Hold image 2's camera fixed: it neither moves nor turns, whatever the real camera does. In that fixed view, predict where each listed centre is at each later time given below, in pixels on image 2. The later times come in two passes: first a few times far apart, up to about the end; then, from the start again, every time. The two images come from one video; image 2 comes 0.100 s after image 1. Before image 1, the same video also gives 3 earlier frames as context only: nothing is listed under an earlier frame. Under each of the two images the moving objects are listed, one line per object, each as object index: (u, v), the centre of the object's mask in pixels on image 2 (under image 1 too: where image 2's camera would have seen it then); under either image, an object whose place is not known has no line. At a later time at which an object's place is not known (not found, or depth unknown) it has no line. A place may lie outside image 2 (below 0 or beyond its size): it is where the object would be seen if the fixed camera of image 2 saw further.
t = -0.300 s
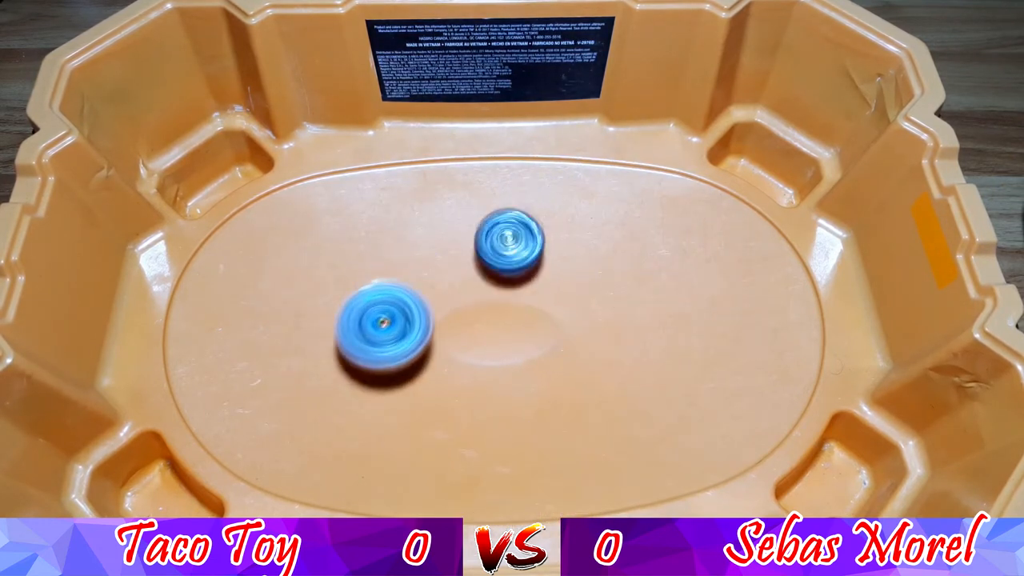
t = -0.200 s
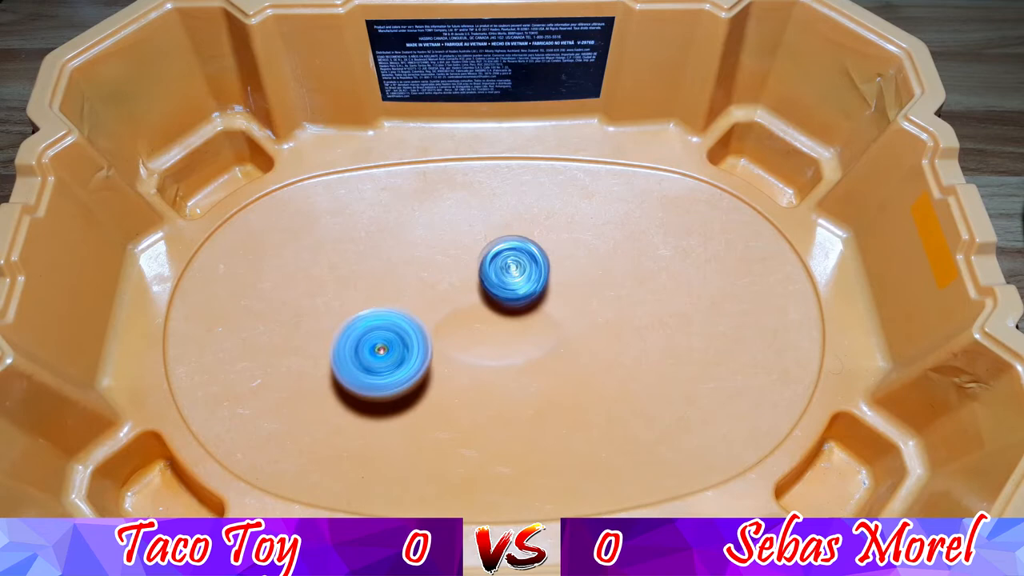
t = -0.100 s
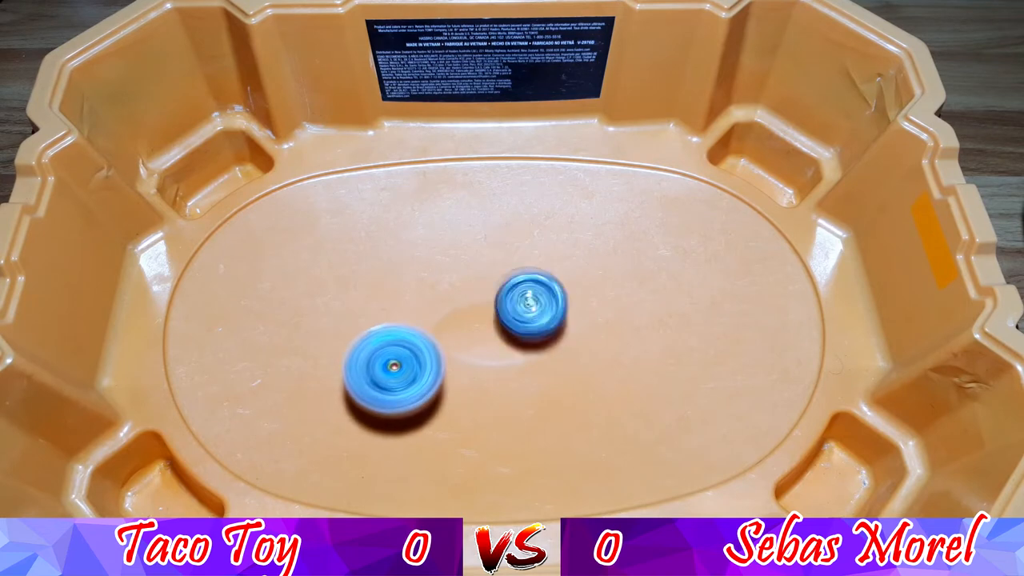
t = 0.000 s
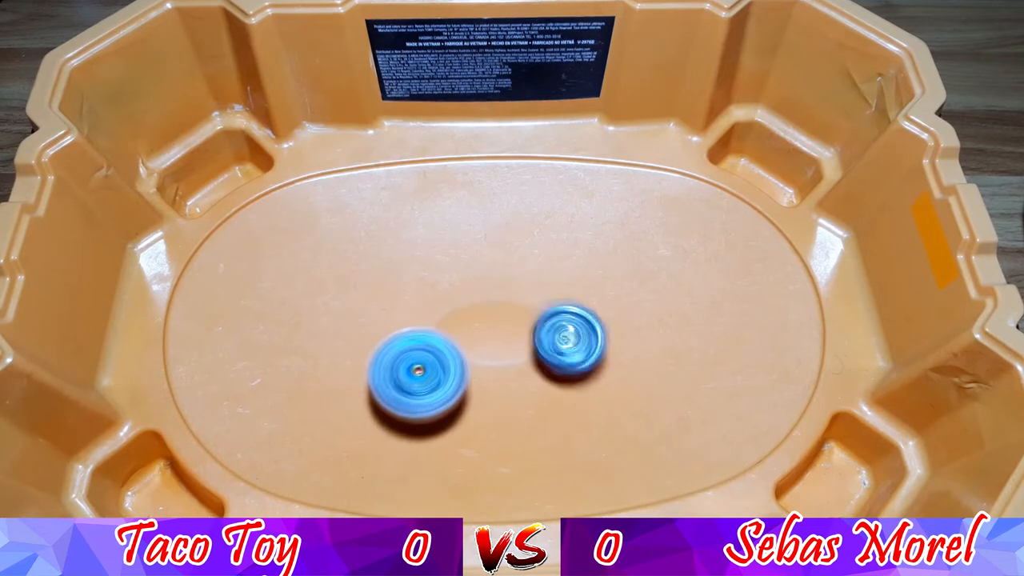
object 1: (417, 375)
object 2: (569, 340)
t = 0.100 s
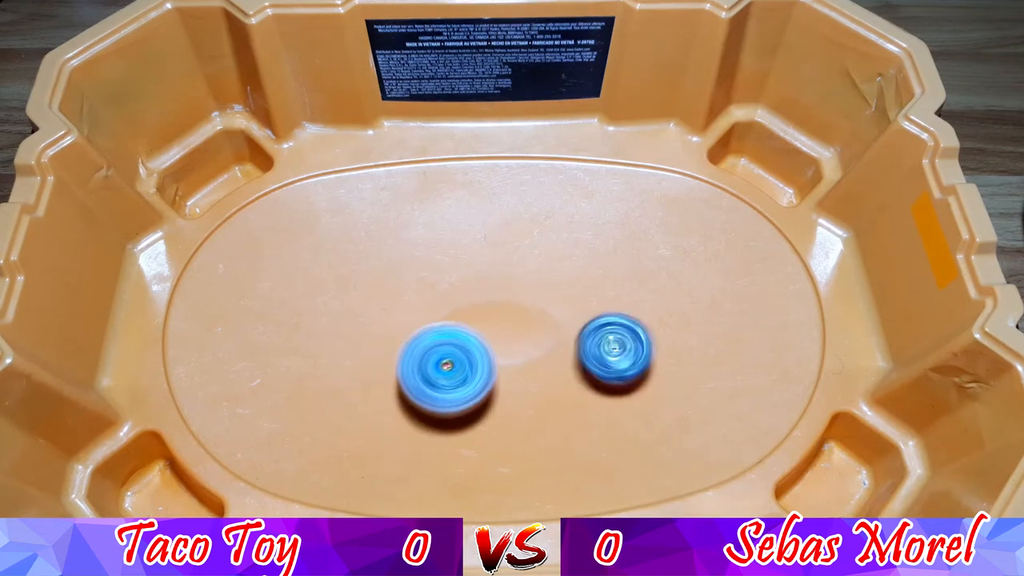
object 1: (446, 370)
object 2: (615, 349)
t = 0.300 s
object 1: (496, 334)
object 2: (650, 310)
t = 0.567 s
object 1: (492, 285)
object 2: (597, 280)
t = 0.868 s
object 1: (451, 264)
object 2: (535, 318)
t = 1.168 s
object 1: (456, 280)
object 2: (528, 366)
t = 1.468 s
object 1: (485, 254)
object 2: (567, 390)
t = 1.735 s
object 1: (483, 250)
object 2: (663, 371)
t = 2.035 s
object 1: (485, 249)
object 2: (548, 346)
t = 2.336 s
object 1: (444, 221)
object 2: (385, 430)
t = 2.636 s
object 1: (440, 307)
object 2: (329, 333)
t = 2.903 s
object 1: (467, 314)
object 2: (413, 232)
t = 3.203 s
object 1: (522, 325)
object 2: (564, 241)
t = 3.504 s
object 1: (548, 346)
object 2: (697, 358)
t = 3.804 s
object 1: (555, 317)
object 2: (629, 425)
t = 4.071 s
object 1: (572, 303)
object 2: (468, 346)
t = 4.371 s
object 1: (559, 308)
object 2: (327, 228)
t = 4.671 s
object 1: (555, 314)
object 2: (365, 217)
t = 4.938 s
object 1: (567, 330)
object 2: (484, 311)
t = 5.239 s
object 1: (626, 343)
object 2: (504, 341)
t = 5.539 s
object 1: (577, 322)
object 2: (490, 326)
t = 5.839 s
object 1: (571, 328)
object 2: (496, 267)
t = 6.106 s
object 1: (567, 318)
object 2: (491, 212)
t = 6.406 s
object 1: (566, 309)
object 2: (497, 274)
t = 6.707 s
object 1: (562, 325)
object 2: (508, 253)
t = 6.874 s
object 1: (559, 320)
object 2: (497, 259)
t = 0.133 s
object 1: (456, 366)
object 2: (629, 347)
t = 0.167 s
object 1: (465, 361)
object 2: (640, 342)
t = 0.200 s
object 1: (474, 354)
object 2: (649, 335)
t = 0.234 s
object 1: (482, 348)
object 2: (652, 328)
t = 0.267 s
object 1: (490, 341)
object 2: (653, 318)
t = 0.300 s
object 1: (496, 334)
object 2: (650, 310)
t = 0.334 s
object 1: (501, 328)
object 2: (645, 305)
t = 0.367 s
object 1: (506, 322)
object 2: (637, 297)
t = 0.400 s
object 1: (510, 315)
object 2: (626, 291)
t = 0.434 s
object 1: (515, 309)
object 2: (615, 289)
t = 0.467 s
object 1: (519, 302)
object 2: (602, 285)
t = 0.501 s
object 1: (509, 296)
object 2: (600, 281)
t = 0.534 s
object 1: (500, 290)
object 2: (599, 280)
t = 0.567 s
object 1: (492, 285)
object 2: (597, 280)
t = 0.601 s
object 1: (485, 280)
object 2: (593, 282)
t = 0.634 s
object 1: (479, 275)
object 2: (587, 285)
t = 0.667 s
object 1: (473, 271)
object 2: (579, 286)
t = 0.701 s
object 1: (468, 268)
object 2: (570, 291)
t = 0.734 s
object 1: (464, 265)
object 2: (562, 295)
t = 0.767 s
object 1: (460, 263)
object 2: (551, 299)
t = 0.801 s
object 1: (456, 263)
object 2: (544, 304)
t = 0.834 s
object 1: (453, 263)
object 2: (539, 311)
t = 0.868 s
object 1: (451, 264)
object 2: (535, 318)
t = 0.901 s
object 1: (449, 265)
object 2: (531, 328)
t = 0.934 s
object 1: (448, 266)
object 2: (528, 336)
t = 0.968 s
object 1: (448, 268)
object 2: (525, 344)
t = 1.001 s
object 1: (448, 270)
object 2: (523, 352)
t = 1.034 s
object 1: (448, 272)
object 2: (522, 358)
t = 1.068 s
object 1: (449, 275)
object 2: (522, 361)
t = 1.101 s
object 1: (451, 277)
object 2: (524, 364)
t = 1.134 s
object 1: (453, 279)
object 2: (527, 365)
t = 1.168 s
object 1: (456, 280)
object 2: (528, 366)
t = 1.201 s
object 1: (459, 281)
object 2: (529, 365)
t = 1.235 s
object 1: (462, 282)
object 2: (531, 365)
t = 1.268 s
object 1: (467, 283)
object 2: (532, 364)
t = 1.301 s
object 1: (472, 284)
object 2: (532, 361)
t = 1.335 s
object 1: (478, 284)
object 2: (533, 358)
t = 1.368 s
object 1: (485, 285)
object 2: (534, 355)
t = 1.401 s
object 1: (485, 274)
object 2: (542, 367)
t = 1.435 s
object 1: (485, 262)
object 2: (553, 380)
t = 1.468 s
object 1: (485, 254)
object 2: (567, 390)
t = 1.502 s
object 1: (484, 248)
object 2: (582, 399)
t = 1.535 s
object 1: (484, 245)
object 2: (596, 405)
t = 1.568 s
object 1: (484, 243)
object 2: (613, 409)
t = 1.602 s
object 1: (483, 242)
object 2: (630, 408)
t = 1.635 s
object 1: (483, 243)
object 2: (644, 404)
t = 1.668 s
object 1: (482, 244)
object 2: (656, 397)
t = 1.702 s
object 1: (482, 247)
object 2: (664, 384)
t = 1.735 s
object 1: (483, 250)
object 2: (663, 371)
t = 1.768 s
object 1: (483, 253)
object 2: (659, 357)
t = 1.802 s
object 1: (484, 258)
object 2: (651, 344)
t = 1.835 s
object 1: (486, 262)
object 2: (637, 332)
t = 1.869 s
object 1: (488, 267)
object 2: (623, 322)
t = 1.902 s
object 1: (492, 272)
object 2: (606, 315)
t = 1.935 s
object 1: (495, 277)
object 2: (588, 309)
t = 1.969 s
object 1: (498, 277)
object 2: (571, 308)
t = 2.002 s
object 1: (493, 262)
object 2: (560, 325)
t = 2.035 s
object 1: (485, 249)
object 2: (548, 346)
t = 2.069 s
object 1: (478, 242)
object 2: (533, 366)
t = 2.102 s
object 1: (471, 228)
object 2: (515, 383)
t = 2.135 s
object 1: (464, 222)
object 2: (495, 399)
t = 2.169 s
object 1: (458, 215)
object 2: (476, 413)
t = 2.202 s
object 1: (451, 212)
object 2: (457, 422)
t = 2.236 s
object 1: (448, 210)
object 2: (436, 429)
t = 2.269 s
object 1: (446, 211)
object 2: (416, 432)
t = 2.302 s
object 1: (444, 215)
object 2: (400, 432)
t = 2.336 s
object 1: (444, 221)
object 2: (385, 430)
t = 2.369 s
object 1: (444, 228)
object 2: (371, 425)
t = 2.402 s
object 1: (443, 239)
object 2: (360, 417)
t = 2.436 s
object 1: (444, 251)
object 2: (350, 410)
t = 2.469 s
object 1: (442, 260)
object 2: (341, 399)
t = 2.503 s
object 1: (441, 272)
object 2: (334, 387)
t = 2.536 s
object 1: (439, 283)
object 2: (329, 374)
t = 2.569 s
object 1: (440, 293)
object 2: (325, 361)
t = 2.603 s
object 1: (439, 299)
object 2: (326, 346)
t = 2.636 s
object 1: (440, 307)
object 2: (329, 333)
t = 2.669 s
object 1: (442, 313)
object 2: (334, 319)
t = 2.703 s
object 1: (444, 316)
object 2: (340, 304)
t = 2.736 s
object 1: (446, 317)
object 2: (348, 289)
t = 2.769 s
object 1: (448, 318)
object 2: (358, 276)
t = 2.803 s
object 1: (452, 318)
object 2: (370, 264)
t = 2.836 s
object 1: (457, 316)
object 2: (383, 253)
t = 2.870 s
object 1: (463, 315)
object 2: (398, 242)
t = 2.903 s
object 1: (467, 314)
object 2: (413, 232)
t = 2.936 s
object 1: (472, 314)
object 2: (426, 225)
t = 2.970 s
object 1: (477, 313)
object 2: (442, 220)
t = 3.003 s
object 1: (484, 313)
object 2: (459, 217)
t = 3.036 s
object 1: (489, 315)
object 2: (475, 215)
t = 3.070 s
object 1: (496, 315)
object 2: (491, 216)
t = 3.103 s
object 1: (502, 318)
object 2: (508, 220)
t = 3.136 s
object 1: (509, 320)
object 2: (527, 226)
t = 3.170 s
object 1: (515, 322)
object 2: (546, 231)
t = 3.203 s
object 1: (522, 325)
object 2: (564, 241)
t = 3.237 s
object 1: (529, 331)
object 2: (583, 252)
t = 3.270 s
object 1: (535, 338)
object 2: (602, 263)
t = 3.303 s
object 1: (540, 343)
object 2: (621, 276)
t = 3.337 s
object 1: (543, 348)
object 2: (638, 288)
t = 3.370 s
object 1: (547, 351)
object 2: (654, 302)
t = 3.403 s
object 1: (547, 352)
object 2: (669, 315)
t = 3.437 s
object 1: (548, 352)
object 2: (681, 330)
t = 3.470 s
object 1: (548, 350)
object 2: (690, 344)
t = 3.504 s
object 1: (548, 346)
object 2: (697, 358)
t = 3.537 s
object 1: (548, 343)
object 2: (701, 369)
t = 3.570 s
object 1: (548, 339)
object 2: (701, 383)
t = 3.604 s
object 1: (549, 334)
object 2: (699, 395)
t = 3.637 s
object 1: (549, 330)
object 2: (694, 403)
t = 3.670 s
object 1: (550, 327)
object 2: (683, 411)
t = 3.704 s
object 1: (551, 324)
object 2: (672, 418)
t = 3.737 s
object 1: (552, 321)
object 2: (661, 422)
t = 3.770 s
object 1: (553, 319)
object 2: (644, 426)
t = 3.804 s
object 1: (555, 317)
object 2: (629, 425)
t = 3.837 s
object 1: (558, 314)
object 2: (613, 422)
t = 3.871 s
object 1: (560, 313)
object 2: (592, 417)
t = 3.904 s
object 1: (563, 311)
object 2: (574, 409)
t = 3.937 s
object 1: (566, 309)
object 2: (552, 399)
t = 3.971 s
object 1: (568, 307)
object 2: (531, 387)
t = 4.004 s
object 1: (570, 306)
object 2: (512, 374)
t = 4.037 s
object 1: (572, 305)
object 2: (489, 359)
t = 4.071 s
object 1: (572, 303)
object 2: (468, 346)
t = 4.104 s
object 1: (572, 303)
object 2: (446, 330)
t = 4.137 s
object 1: (572, 303)
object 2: (425, 315)
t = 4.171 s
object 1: (572, 303)
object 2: (407, 301)
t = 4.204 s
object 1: (570, 303)
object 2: (386, 286)
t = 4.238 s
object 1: (568, 304)
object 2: (373, 274)
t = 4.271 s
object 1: (567, 306)
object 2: (357, 260)
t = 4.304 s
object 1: (564, 306)
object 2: (345, 250)
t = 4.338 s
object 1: (562, 307)
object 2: (336, 238)
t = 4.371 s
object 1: (559, 308)
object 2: (327, 228)
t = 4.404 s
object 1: (558, 307)
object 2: (325, 220)
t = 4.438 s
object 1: (555, 308)
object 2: (321, 212)
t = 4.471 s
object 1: (554, 308)
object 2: (324, 209)
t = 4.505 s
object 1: (555, 308)
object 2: (328, 205)
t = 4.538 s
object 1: (554, 310)
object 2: (334, 206)
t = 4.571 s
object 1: (555, 311)
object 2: (338, 206)
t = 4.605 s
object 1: (556, 313)
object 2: (347, 207)
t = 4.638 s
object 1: (556, 313)
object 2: (355, 213)
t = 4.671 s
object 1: (555, 314)
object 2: (365, 217)
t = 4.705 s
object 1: (556, 315)
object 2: (379, 227)
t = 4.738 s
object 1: (555, 316)
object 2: (393, 236)
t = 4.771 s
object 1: (554, 317)
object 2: (410, 250)
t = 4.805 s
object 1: (554, 318)
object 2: (425, 262)
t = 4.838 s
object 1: (554, 318)
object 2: (442, 278)
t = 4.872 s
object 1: (553, 319)
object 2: (460, 292)
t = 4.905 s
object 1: (555, 323)
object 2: (475, 306)
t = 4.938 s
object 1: (567, 330)
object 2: (484, 311)
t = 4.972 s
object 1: (578, 335)
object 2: (494, 317)
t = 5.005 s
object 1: (590, 342)
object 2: (498, 323)
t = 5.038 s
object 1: (603, 344)
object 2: (503, 326)
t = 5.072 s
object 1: (613, 346)
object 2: (507, 330)
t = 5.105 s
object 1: (621, 347)
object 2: (507, 332)
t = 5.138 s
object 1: (624, 346)
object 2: (508, 333)
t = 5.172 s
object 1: (627, 346)
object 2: (506, 338)
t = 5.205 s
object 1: (628, 345)
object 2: (505, 339)
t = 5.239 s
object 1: (626, 343)
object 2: (504, 341)
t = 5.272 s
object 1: (622, 342)
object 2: (501, 340)
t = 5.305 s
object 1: (618, 338)
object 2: (500, 338)
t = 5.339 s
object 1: (612, 336)
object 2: (499, 337)
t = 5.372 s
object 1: (607, 334)
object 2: (495, 334)
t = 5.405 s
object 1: (601, 330)
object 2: (491, 333)
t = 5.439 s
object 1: (594, 327)
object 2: (487, 332)
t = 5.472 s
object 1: (590, 325)
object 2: (484, 329)
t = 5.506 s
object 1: (583, 323)
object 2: (487, 327)
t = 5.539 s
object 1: (577, 322)
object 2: (490, 326)
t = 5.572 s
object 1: (576, 322)
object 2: (485, 323)
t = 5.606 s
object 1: (575, 321)
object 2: (485, 319)
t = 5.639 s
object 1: (573, 321)
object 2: (486, 314)
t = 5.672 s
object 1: (570, 320)
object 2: (485, 311)
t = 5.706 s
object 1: (567, 318)
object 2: (487, 310)
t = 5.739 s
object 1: (565, 316)
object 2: (491, 307)
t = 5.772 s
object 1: (566, 319)
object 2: (492, 295)
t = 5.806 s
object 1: (570, 325)
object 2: (494, 281)
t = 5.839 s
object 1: (571, 328)
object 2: (496, 267)
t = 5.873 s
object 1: (572, 329)
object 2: (499, 254)
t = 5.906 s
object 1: (570, 330)
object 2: (501, 242)
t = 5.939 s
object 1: (569, 328)
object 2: (503, 233)
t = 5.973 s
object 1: (567, 326)
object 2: (503, 227)
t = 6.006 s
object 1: (568, 324)
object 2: (498, 219)
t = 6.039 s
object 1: (567, 323)
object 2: (495, 215)
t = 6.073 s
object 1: (567, 320)
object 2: (492, 212)
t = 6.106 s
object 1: (567, 318)
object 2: (491, 212)
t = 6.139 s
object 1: (566, 316)
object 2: (490, 213)
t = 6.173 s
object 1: (566, 314)
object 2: (489, 217)
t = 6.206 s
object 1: (566, 313)
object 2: (489, 224)
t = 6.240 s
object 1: (566, 312)
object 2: (488, 237)
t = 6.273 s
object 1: (565, 312)
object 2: (488, 246)
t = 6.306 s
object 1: (565, 311)
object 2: (490, 255)
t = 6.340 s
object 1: (565, 310)
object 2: (492, 263)
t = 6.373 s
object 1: (567, 310)
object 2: (494, 269)
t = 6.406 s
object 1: (566, 309)
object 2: (497, 274)
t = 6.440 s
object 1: (567, 308)
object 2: (500, 277)
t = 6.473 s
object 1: (567, 307)
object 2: (503, 275)
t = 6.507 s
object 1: (568, 308)
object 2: (509, 273)
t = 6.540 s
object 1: (567, 313)
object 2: (515, 266)
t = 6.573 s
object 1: (565, 320)
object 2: (517, 262)
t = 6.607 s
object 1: (566, 321)
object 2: (516, 257)
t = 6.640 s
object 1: (564, 324)
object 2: (514, 255)
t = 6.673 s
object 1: (564, 324)
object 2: (511, 254)
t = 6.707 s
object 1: (562, 325)
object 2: (508, 253)
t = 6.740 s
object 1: (561, 324)
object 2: (506, 254)
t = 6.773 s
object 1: (559, 322)
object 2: (504, 254)
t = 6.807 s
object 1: (559, 321)
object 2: (501, 255)
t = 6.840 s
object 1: (559, 320)
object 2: (499, 257)
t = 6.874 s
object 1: (559, 320)
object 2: (497, 259)
